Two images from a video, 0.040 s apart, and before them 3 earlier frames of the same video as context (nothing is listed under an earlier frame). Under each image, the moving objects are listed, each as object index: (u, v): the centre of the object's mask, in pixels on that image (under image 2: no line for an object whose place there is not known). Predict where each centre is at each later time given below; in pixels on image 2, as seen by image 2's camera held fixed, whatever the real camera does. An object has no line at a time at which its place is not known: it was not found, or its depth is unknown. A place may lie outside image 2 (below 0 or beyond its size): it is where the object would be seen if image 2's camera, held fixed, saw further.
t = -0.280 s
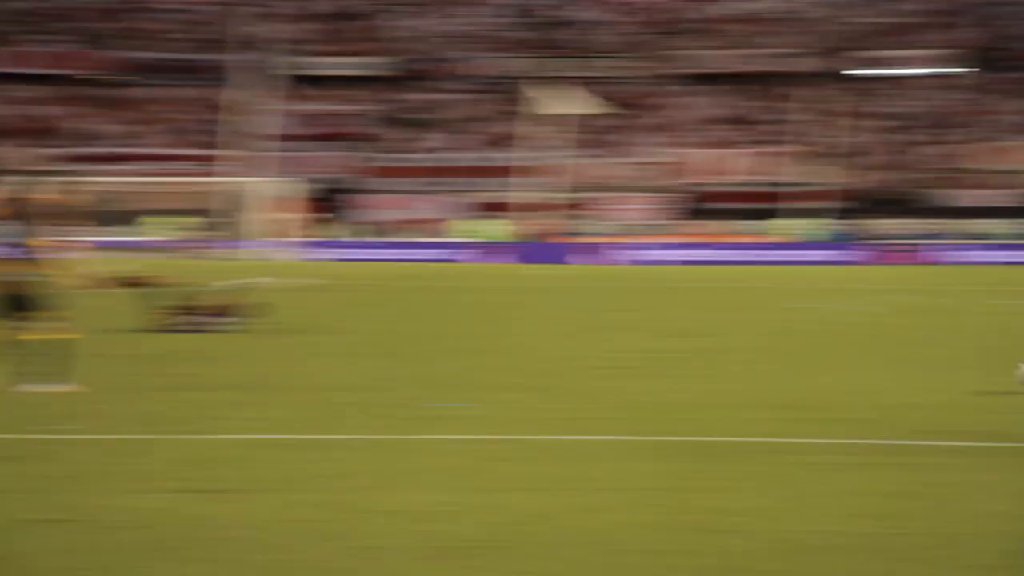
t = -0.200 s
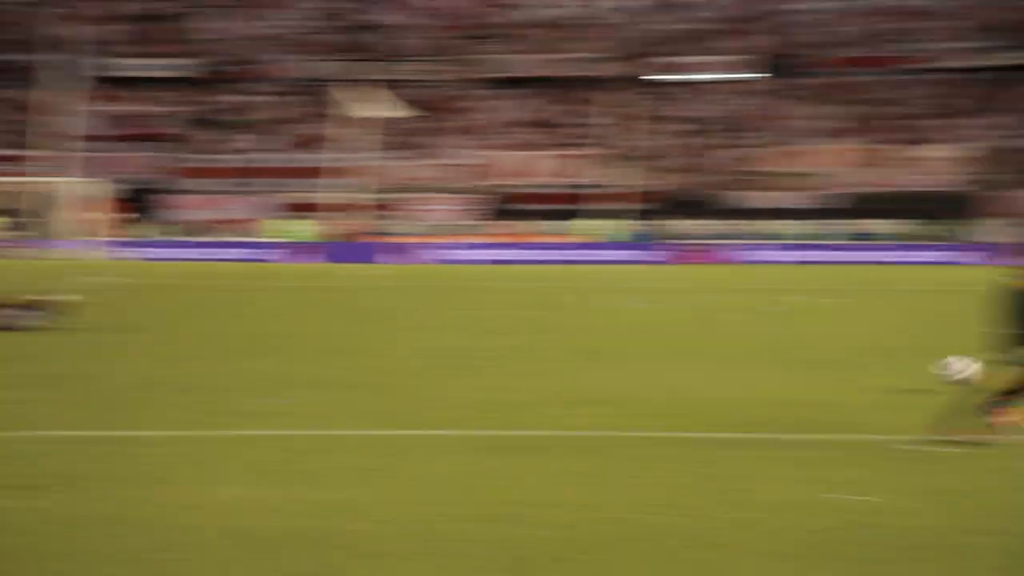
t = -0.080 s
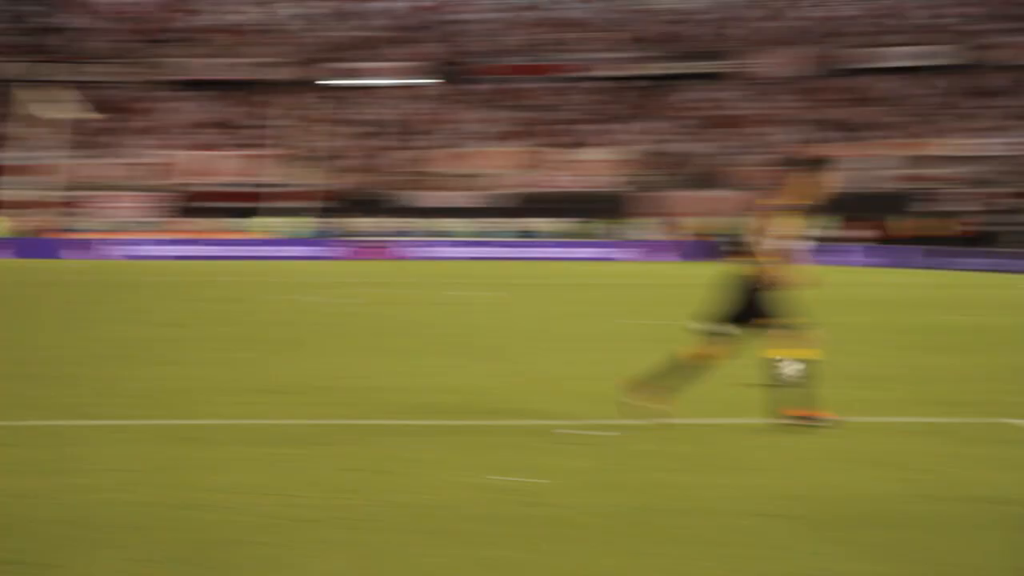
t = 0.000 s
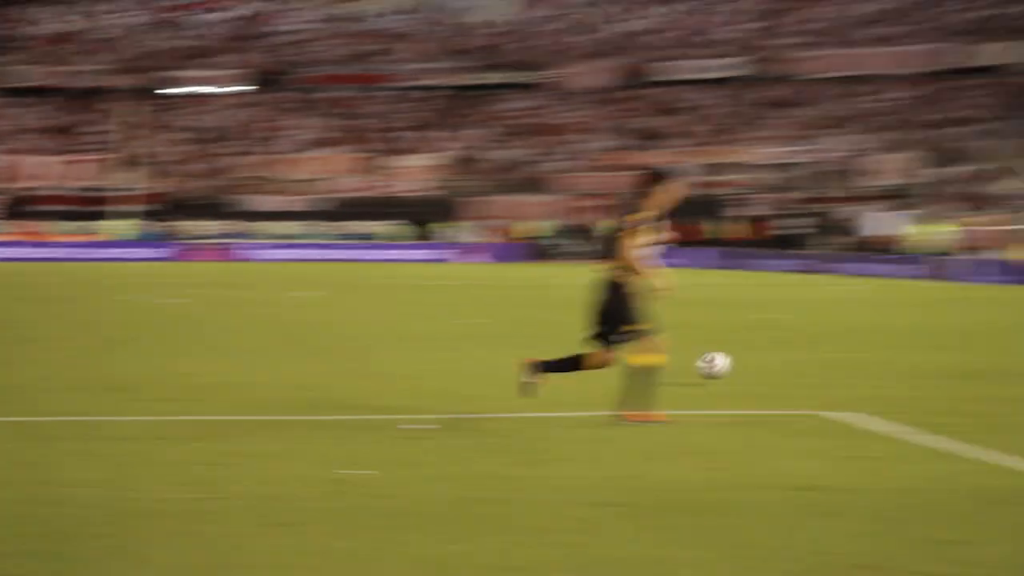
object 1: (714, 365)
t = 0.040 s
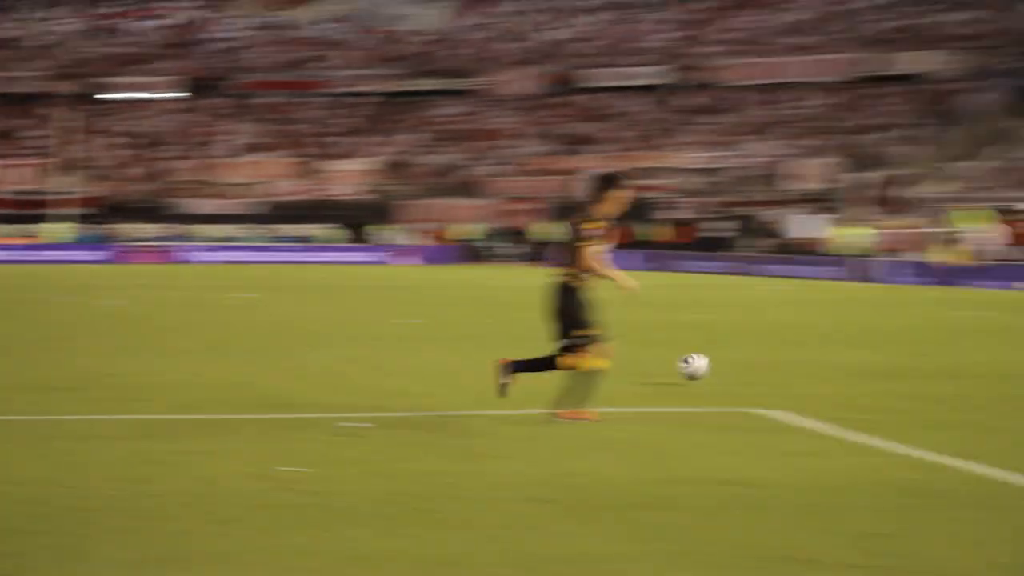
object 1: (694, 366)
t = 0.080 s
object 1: (744, 372)
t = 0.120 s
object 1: (795, 376)
